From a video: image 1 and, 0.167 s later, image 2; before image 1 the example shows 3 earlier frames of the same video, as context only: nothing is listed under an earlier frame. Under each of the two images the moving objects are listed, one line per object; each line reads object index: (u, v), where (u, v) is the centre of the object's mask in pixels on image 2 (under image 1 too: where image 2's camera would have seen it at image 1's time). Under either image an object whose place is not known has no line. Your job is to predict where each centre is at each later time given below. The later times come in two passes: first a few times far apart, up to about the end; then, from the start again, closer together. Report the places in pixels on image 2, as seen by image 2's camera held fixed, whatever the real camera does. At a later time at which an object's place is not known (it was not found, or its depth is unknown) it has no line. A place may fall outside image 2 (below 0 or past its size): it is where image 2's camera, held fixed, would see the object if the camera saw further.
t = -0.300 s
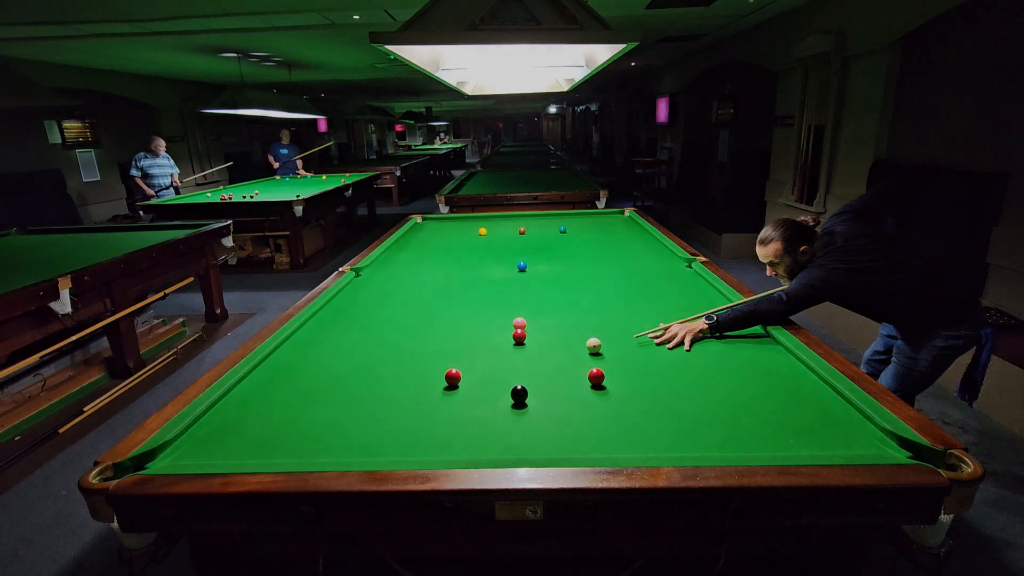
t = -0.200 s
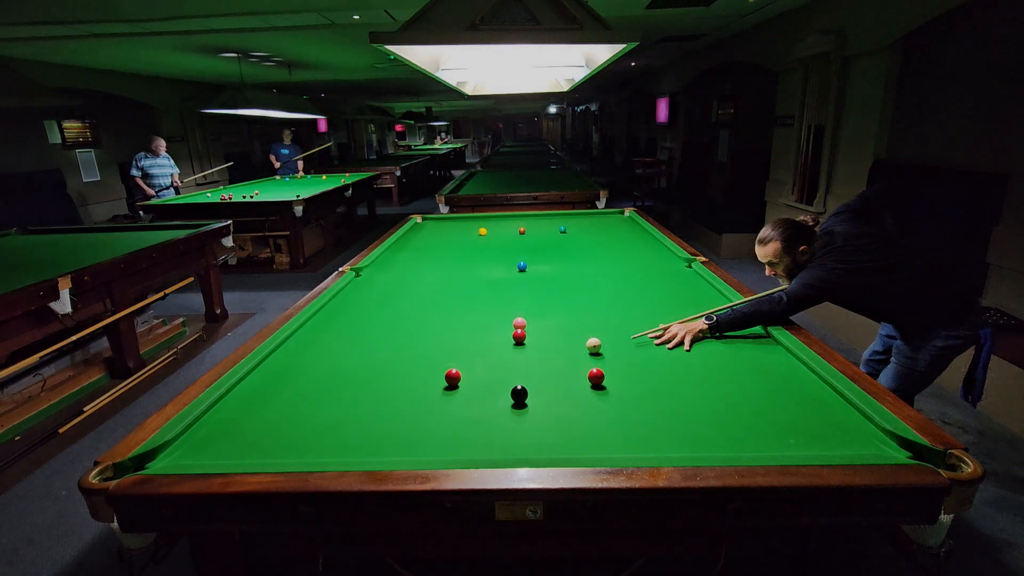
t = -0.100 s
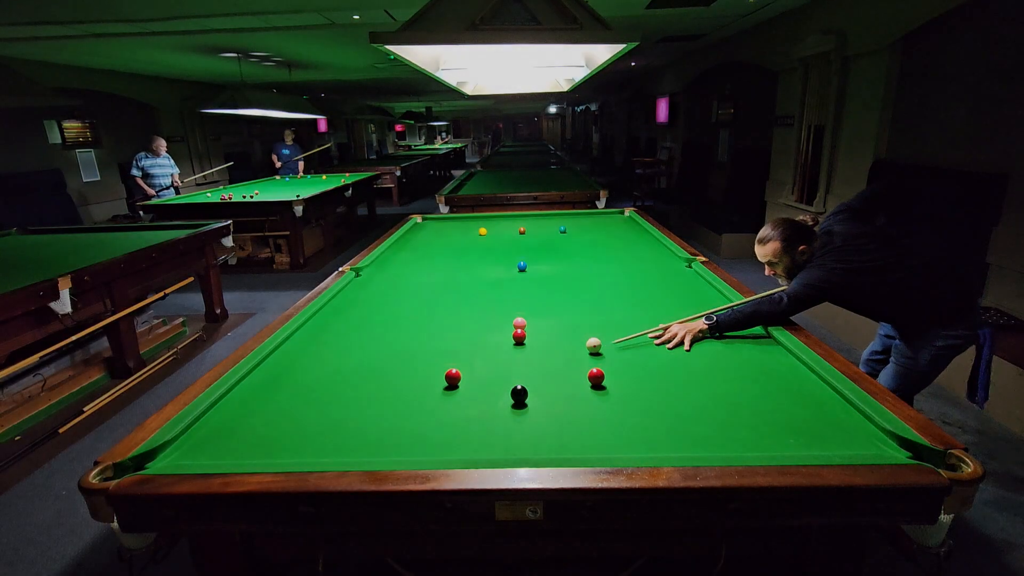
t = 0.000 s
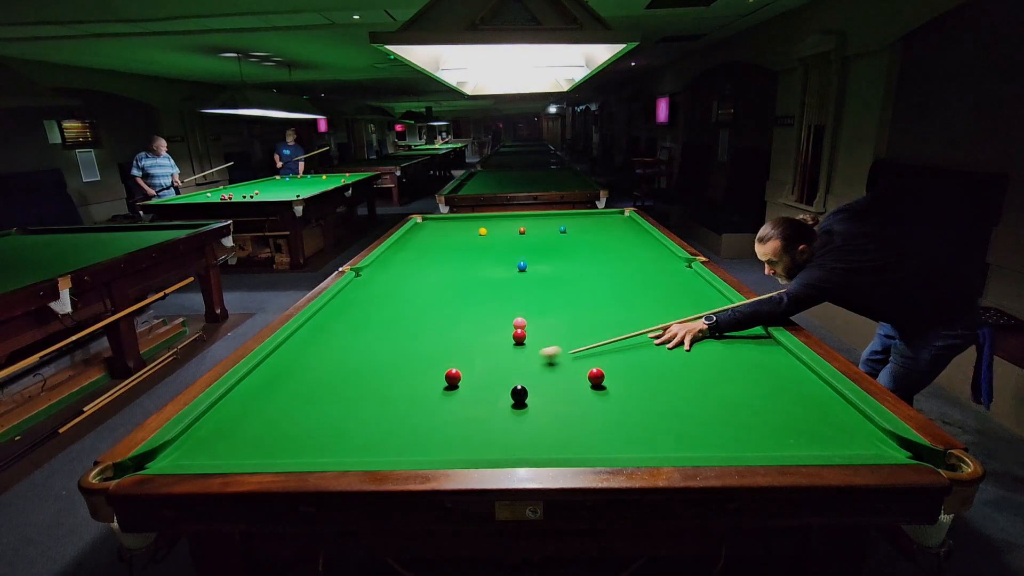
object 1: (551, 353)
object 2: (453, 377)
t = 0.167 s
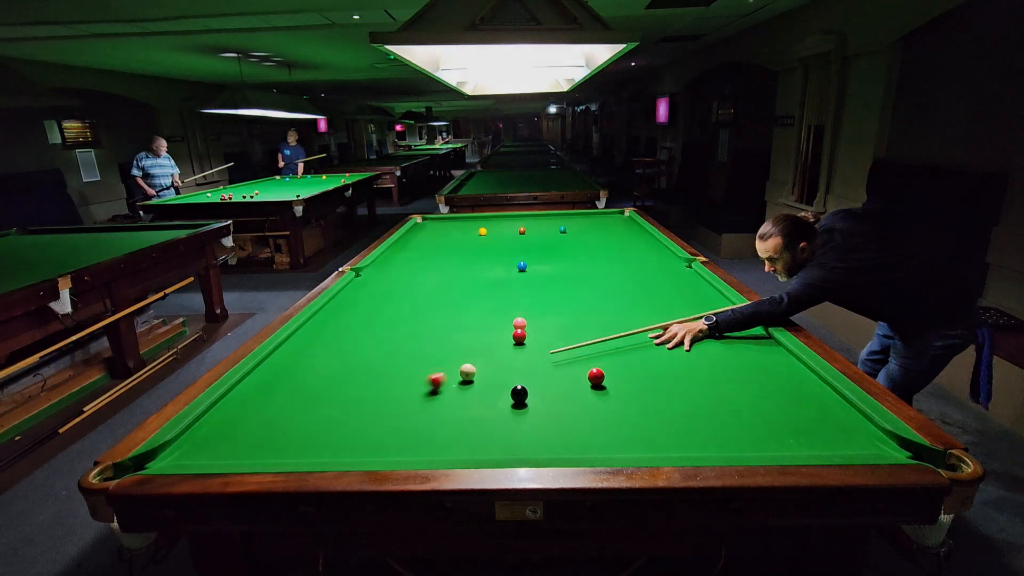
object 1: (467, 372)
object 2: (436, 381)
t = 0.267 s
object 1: (467, 369)
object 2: (384, 396)
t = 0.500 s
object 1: (468, 365)
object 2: (267, 429)
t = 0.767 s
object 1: (469, 360)
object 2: (109, 477)
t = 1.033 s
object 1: (469, 357)
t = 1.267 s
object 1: (470, 355)
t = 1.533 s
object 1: (470, 354)
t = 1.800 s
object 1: (470, 354)
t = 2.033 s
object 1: (470, 354)
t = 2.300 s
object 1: (470, 354)
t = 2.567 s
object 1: (470, 354)
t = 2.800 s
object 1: (470, 354)
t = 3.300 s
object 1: (470, 354)
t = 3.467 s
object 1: (470, 354)
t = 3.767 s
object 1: (470, 354)
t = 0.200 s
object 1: (467, 371)
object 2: (418, 386)
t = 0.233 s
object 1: (467, 370)
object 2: (401, 391)
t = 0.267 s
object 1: (467, 369)
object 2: (384, 396)
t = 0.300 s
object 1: (468, 369)
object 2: (368, 400)
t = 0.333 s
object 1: (468, 368)
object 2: (352, 405)
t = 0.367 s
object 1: (468, 367)
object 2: (336, 409)
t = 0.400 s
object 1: (468, 367)
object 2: (319, 414)
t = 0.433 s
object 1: (468, 366)
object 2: (302, 419)
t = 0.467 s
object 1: (468, 365)
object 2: (284, 424)
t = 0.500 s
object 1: (468, 365)
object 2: (267, 429)
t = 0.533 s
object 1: (468, 364)
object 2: (248, 434)
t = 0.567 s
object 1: (468, 363)
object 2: (230, 440)
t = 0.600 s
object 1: (468, 363)
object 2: (210, 445)
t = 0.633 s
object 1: (468, 362)
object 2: (190, 451)
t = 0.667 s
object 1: (469, 362)
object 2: (169, 455)
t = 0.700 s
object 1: (469, 361)
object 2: (148, 461)
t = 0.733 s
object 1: (469, 361)
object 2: (128, 469)
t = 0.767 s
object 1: (469, 360)
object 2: (109, 477)
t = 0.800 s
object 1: (469, 360)
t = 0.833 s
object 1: (469, 359)
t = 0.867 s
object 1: (469, 359)
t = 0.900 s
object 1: (469, 359)
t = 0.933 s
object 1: (469, 358)
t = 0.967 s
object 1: (469, 358)
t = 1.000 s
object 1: (469, 358)
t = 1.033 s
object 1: (469, 357)
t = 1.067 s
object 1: (470, 357)
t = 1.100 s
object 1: (470, 357)
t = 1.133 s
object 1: (470, 356)
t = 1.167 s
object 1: (470, 356)
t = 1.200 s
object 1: (470, 356)
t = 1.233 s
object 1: (470, 356)
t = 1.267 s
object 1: (470, 355)
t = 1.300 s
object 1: (470, 355)
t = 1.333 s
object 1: (470, 355)
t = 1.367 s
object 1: (470, 355)
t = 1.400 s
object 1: (470, 355)
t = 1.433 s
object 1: (470, 355)
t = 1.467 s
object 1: (470, 354)
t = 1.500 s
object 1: (470, 354)
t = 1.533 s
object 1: (470, 354)
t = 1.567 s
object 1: (470, 354)
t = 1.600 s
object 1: (470, 354)
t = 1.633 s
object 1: (470, 354)
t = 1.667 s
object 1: (470, 354)
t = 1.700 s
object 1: (470, 354)
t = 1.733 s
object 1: (470, 354)
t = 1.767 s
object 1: (470, 354)
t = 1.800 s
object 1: (470, 354)
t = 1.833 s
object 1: (470, 354)
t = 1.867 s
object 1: (470, 354)
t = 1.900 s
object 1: (470, 354)
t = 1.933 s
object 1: (470, 354)
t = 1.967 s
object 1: (470, 354)
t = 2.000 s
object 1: (470, 354)
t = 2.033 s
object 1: (470, 354)
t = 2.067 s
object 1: (470, 354)
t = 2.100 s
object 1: (470, 354)
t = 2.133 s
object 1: (470, 354)
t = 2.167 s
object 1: (470, 354)
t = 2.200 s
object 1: (470, 354)
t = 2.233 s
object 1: (470, 354)
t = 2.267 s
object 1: (470, 354)
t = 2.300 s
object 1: (470, 354)
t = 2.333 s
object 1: (470, 354)
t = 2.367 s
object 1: (470, 354)
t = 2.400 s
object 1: (470, 354)
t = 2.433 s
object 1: (470, 354)
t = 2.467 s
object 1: (470, 354)
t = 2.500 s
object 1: (470, 354)
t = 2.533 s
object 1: (470, 354)
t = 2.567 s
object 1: (470, 354)
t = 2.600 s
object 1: (470, 354)
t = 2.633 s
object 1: (470, 354)
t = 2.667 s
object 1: (470, 354)
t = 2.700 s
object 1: (470, 354)
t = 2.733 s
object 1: (470, 354)
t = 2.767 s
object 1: (470, 354)
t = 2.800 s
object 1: (470, 354)
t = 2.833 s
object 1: (470, 354)
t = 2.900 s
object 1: (470, 354)
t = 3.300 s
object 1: (470, 354)
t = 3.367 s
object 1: (470, 354)
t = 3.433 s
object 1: (470, 354)
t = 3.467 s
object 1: (470, 354)
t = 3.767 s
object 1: (470, 354)
